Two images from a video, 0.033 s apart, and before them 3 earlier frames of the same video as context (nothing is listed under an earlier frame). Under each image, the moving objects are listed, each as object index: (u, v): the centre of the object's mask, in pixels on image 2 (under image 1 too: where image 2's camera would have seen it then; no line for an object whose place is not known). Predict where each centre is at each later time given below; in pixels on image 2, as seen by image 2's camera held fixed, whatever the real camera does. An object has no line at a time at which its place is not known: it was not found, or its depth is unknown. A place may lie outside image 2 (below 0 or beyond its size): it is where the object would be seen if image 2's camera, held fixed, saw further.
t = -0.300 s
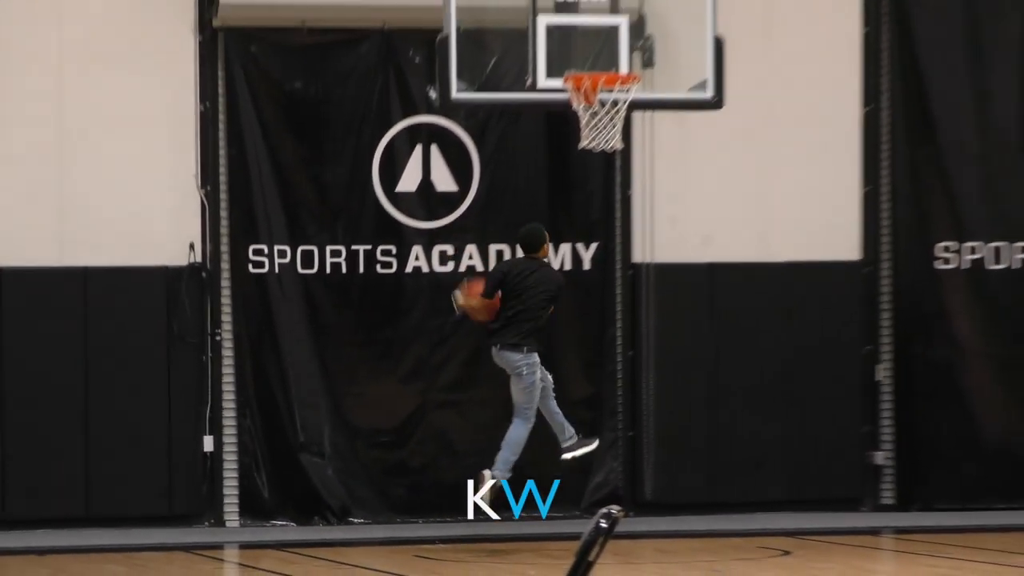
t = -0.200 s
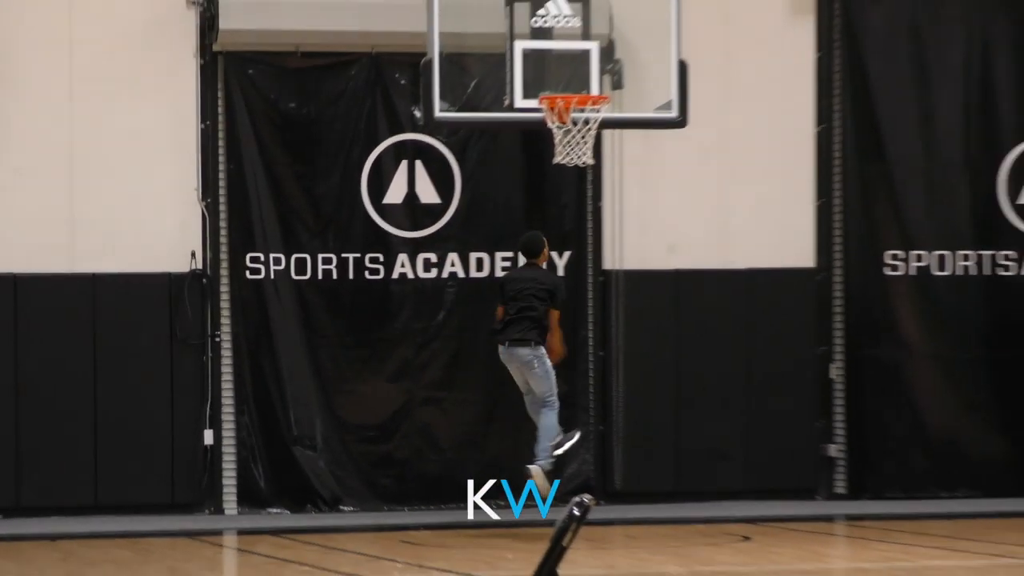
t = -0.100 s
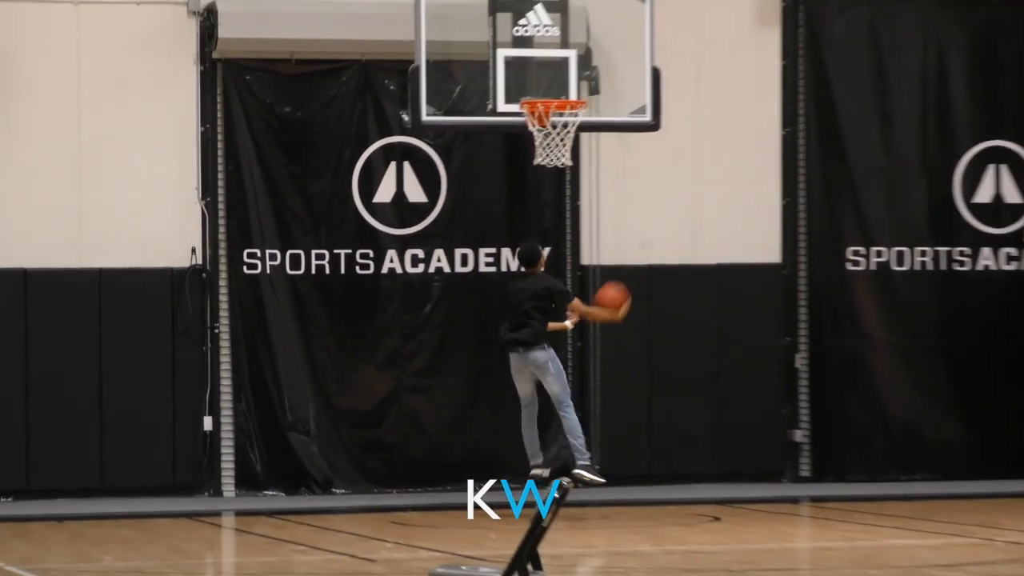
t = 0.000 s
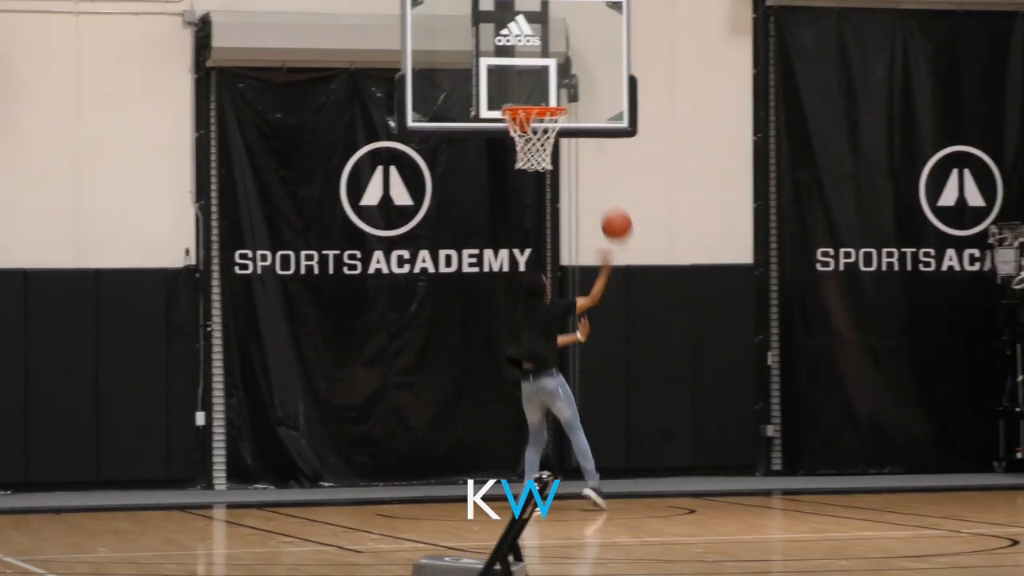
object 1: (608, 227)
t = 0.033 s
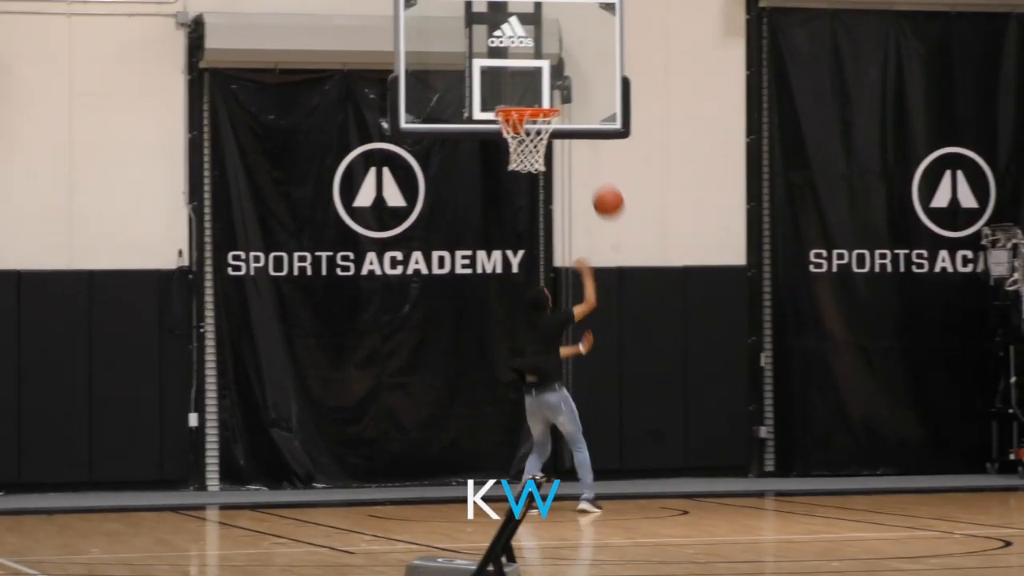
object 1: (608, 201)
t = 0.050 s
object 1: (608, 190)
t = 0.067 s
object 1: (607, 178)
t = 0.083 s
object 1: (606, 168)
